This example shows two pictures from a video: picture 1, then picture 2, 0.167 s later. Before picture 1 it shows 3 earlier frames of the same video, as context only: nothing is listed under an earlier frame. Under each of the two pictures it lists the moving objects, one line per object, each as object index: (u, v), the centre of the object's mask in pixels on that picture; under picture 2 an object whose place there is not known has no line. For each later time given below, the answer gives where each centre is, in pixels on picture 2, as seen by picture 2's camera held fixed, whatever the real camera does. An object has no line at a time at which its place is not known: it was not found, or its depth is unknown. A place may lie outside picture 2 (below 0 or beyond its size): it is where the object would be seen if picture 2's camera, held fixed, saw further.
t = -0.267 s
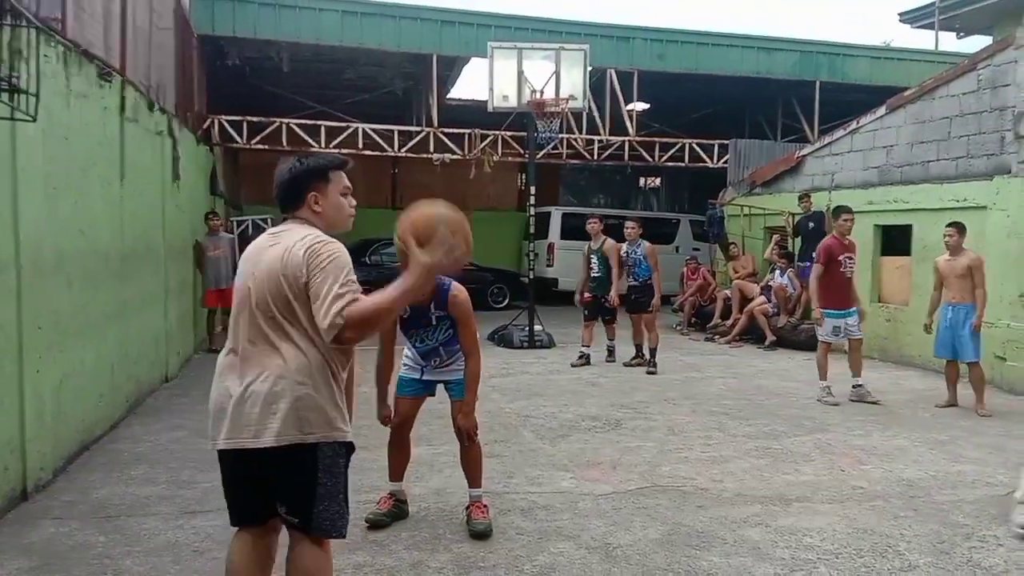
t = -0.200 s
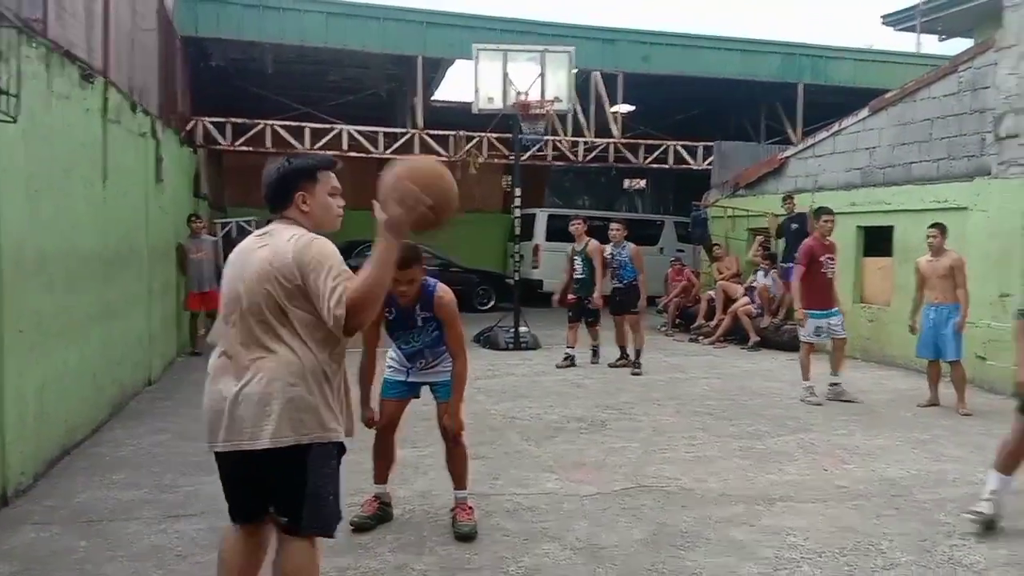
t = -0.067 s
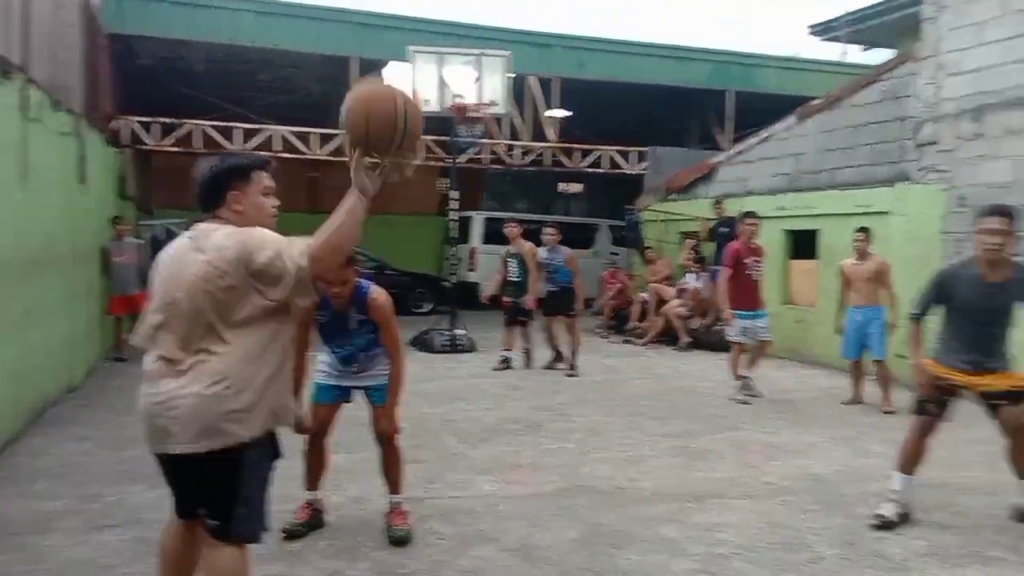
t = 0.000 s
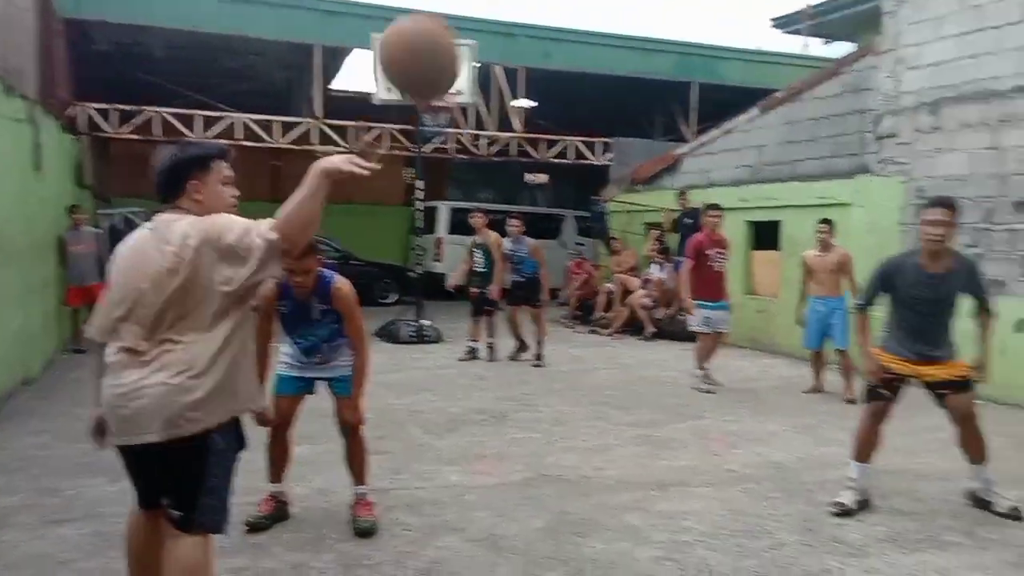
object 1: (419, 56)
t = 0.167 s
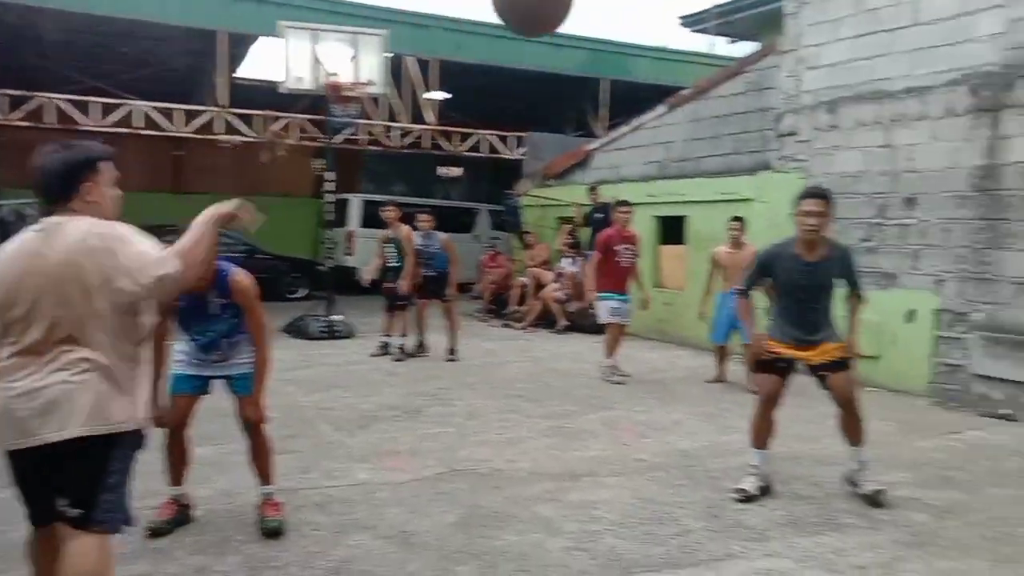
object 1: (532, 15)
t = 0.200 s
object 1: (575, 15)
